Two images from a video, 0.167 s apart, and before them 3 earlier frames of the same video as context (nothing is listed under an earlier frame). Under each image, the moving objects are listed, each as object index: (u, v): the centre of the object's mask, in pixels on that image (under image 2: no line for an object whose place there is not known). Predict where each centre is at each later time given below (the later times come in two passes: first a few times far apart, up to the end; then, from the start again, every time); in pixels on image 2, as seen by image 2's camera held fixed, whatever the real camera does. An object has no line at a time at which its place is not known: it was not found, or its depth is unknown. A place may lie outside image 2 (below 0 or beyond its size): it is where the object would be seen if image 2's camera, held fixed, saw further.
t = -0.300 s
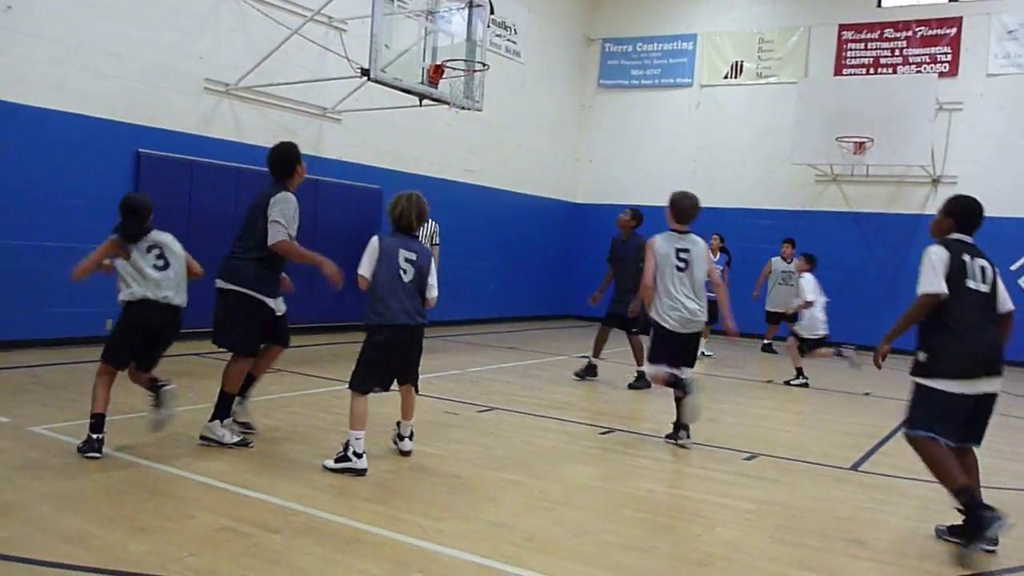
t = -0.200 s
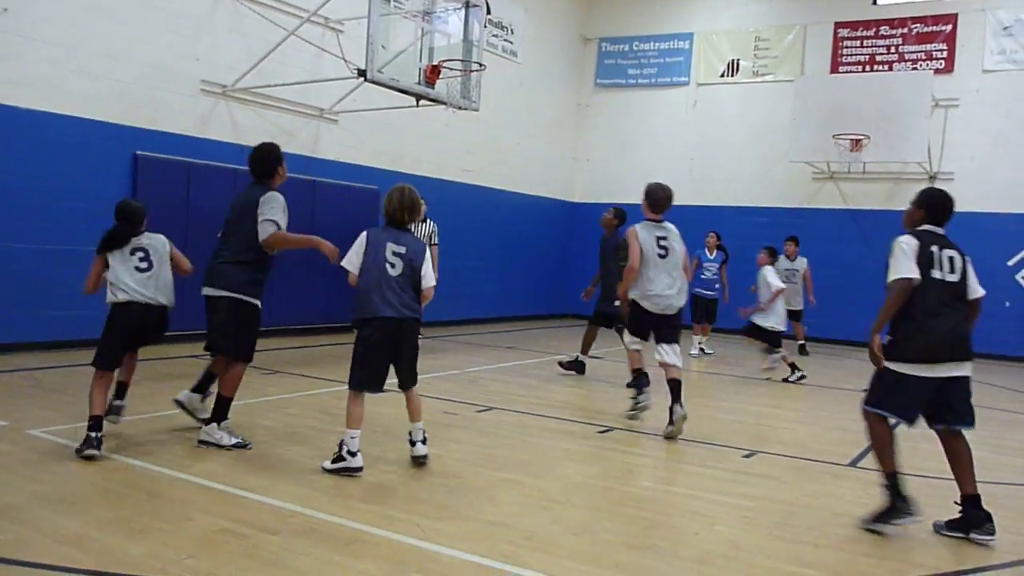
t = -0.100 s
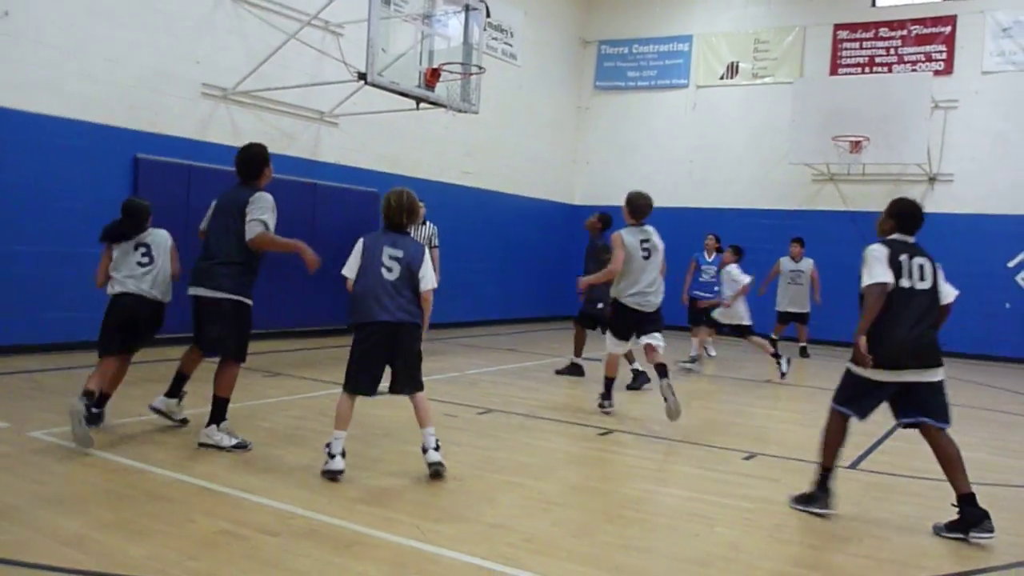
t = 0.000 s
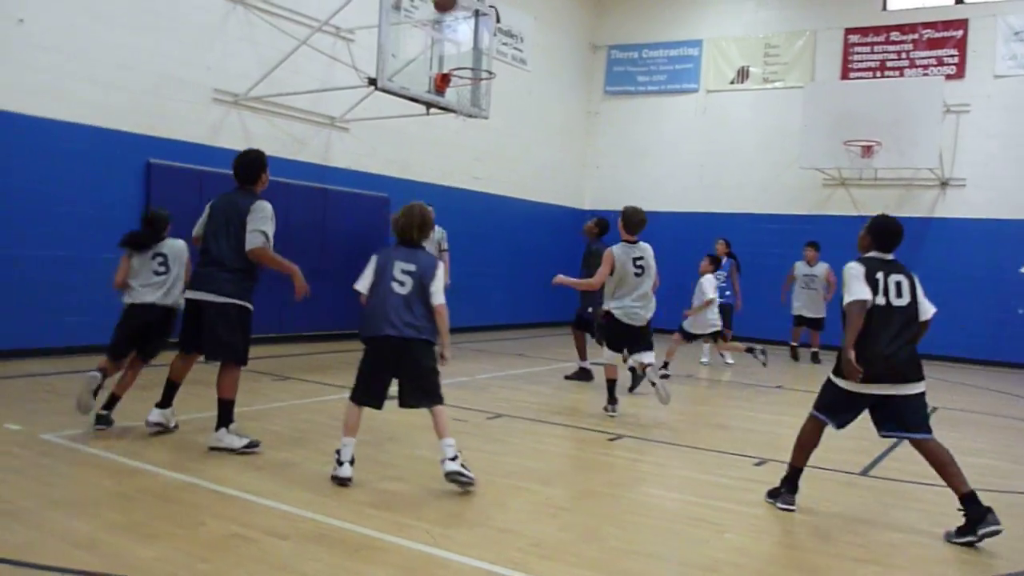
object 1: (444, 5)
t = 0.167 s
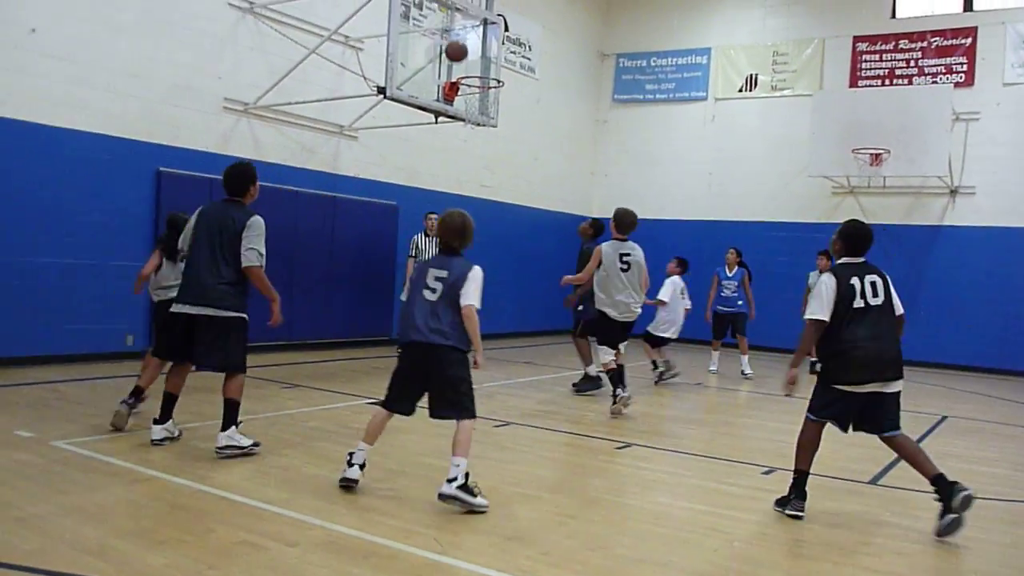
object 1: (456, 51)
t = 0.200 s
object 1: (458, 42)
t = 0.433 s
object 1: (487, 11)
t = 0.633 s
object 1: (508, 27)
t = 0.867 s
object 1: (532, 92)
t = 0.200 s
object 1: (458, 42)
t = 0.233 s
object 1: (462, 34)
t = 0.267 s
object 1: (467, 28)
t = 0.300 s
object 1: (471, 23)
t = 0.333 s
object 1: (475, 19)
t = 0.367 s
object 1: (479, 15)
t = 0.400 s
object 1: (482, 13)
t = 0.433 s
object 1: (487, 11)
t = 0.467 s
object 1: (490, 12)
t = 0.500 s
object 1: (493, 13)
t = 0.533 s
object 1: (497, 14)
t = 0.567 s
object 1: (501, 18)
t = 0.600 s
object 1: (505, 21)
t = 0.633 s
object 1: (508, 27)
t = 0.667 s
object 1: (511, 33)
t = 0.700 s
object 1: (515, 40)
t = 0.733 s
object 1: (518, 48)
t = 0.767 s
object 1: (521, 57)
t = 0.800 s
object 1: (525, 67)
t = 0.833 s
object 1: (528, 79)
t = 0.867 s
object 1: (532, 92)
